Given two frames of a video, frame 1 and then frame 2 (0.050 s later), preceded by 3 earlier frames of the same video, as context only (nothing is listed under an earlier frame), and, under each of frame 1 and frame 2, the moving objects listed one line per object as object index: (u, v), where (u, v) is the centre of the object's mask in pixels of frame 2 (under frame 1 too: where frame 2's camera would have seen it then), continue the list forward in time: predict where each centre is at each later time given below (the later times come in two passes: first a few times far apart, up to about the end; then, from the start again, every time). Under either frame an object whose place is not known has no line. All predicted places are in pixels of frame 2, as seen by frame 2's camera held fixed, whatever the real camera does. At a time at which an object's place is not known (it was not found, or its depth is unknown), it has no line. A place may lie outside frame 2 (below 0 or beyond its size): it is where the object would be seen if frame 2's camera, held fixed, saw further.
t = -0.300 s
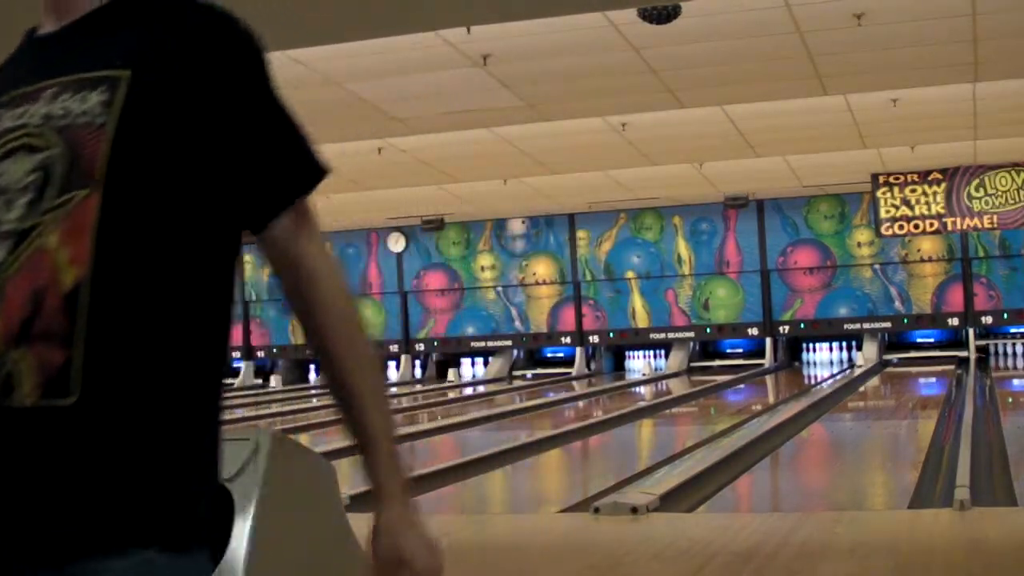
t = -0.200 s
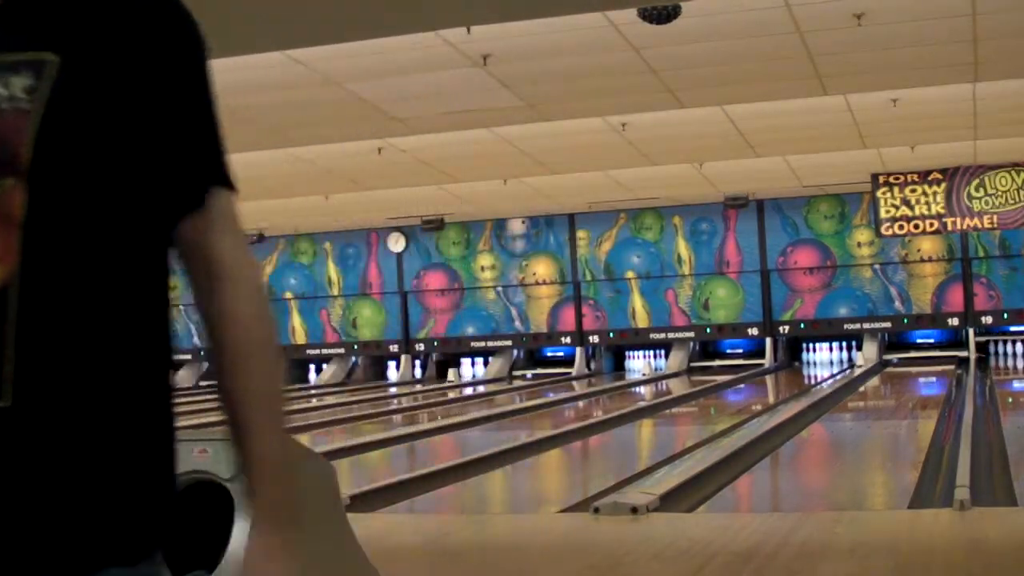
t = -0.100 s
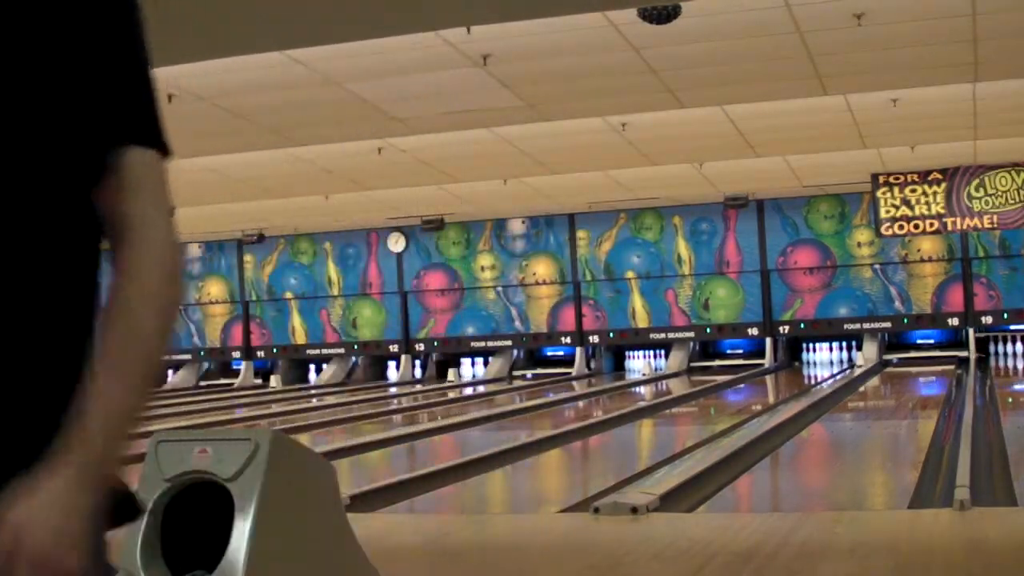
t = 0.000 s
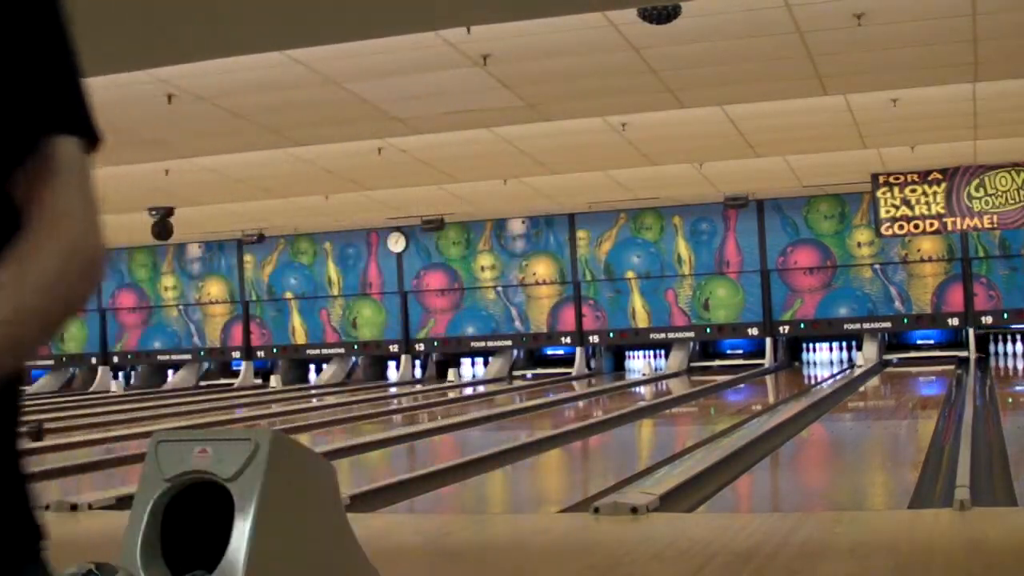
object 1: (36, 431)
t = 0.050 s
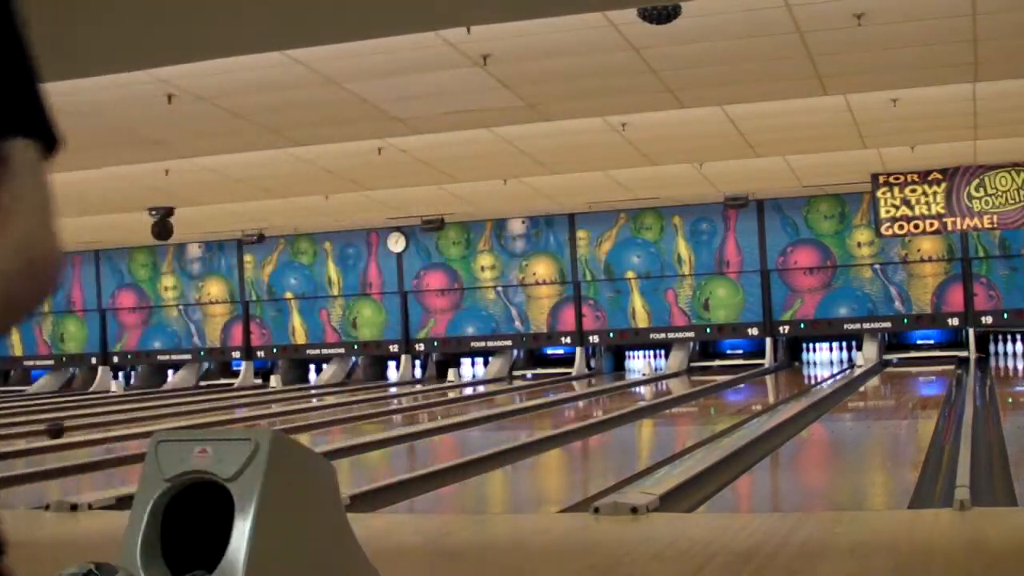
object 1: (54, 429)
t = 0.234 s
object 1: (121, 420)
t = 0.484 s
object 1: (197, 410)
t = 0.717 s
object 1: (257, 402)
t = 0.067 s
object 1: (62, 428)
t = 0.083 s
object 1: (67, 427)
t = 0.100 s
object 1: (74, 425)
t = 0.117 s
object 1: (79, 425)
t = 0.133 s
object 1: (86, 425)
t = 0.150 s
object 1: (92, 424)
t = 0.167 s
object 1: (98, 423)
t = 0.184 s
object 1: (104, 423)
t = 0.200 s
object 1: (109, 422)
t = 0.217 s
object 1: (115, 420)
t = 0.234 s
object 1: (121, 420)
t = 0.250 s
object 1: (126, 419)
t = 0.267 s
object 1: (132, 418)
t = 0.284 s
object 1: (137, 418)
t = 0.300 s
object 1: (143, 417)
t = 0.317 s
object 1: (148, 416)
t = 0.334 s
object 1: (153, 416)
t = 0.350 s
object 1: (158, 415)
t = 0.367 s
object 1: (163, 415)
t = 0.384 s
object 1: (168, 414)
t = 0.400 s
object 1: (174, 413)
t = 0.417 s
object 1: (178, 413)
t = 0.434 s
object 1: (183, 412)
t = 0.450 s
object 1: (188, 411)
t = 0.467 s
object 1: (193, 411)
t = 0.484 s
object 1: (197, 410)
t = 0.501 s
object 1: (202, 410)
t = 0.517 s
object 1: (206, 409)
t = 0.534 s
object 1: (211, 409)
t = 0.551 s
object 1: (216, 408)
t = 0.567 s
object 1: (219, 408)
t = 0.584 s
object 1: (223, 407)
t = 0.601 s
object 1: (228, 406)
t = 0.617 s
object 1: (232, 406)
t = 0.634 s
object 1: (236, 405)
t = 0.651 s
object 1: (241, 405)
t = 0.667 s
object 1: (245, 404)
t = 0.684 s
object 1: (249, 403)
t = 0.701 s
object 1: (253, 403)
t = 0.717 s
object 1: (257, 402)
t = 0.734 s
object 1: (261, 402)
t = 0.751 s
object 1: (264, 402)
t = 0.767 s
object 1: (268, 401)
